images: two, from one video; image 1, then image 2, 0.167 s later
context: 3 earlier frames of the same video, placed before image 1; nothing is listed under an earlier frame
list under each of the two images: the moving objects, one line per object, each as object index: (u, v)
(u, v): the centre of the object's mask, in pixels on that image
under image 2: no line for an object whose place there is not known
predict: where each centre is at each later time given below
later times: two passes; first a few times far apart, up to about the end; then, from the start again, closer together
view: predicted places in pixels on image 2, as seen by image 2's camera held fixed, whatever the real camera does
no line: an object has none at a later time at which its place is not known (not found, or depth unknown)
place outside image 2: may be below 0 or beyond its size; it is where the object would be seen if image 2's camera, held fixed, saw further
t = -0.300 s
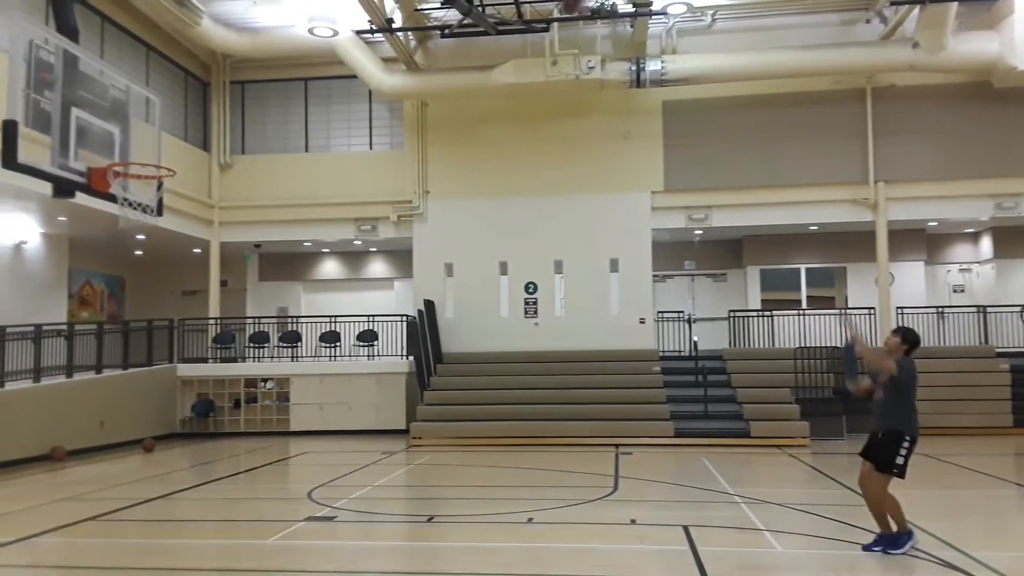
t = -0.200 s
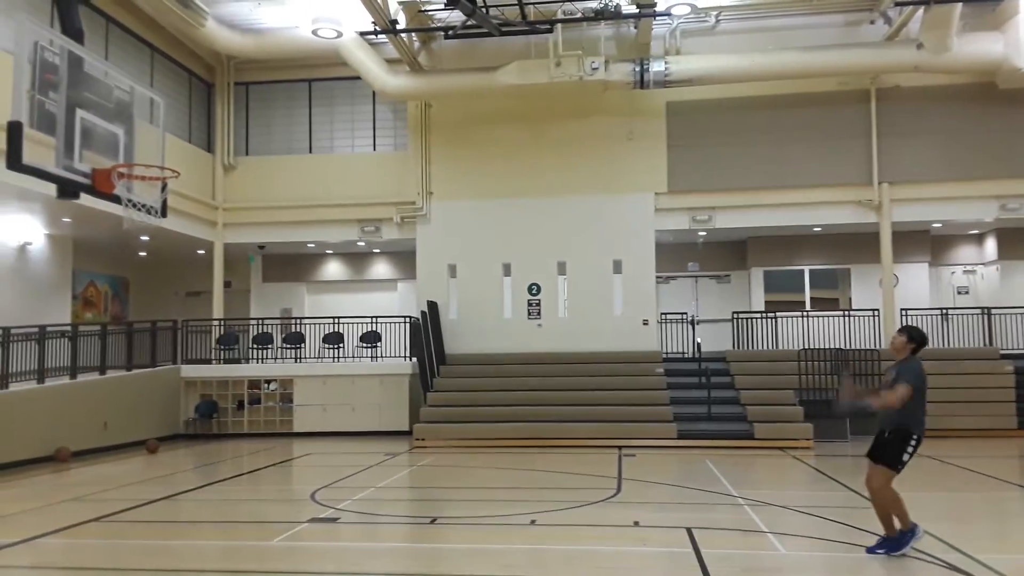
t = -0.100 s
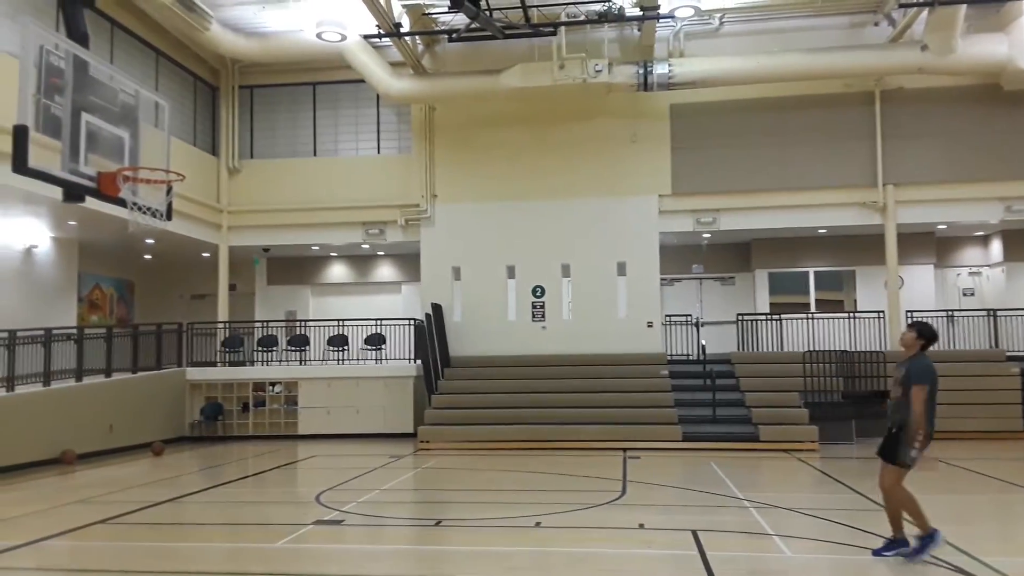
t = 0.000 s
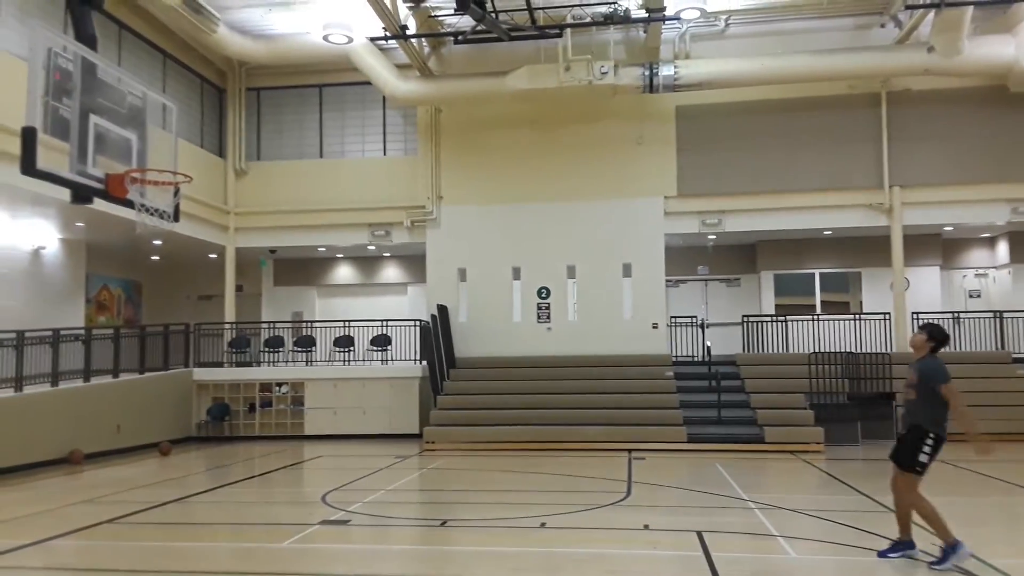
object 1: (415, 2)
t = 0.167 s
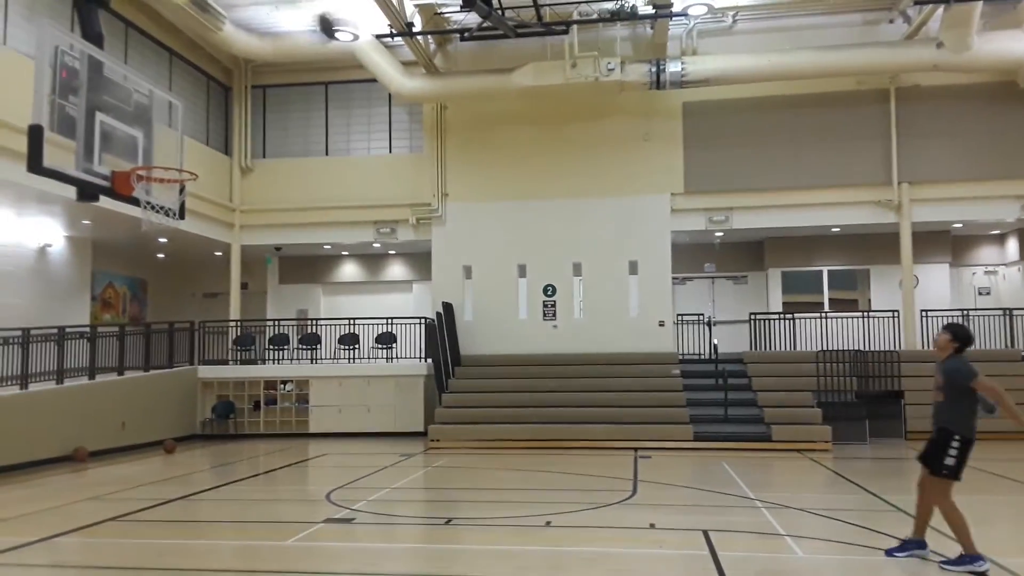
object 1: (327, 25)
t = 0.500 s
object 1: (137, 201)
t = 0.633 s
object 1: (123, 243)
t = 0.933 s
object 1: (90, 428)
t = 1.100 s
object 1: (74, 546)
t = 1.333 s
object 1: (112, 423)
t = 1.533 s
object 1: (144, 373)
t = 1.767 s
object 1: (179, 377)
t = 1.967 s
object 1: (207, 437)
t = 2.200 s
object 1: (239, 543)
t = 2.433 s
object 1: (267, 462)
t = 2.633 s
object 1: (291, 449)
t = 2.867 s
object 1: (318, 496)
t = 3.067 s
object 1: (339, 523)
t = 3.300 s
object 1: (363, 490)
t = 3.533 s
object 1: (385, 526)
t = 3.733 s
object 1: (402, 516)
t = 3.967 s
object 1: (423, 523)
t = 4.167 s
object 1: (439, 526)
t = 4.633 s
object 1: (476, 529)
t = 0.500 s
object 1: (137, 201)
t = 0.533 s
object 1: (132, 212)
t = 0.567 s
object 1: (129, 220)
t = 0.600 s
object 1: (126, 230)
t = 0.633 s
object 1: (123, 243)
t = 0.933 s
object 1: (90, 428)
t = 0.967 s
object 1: (84, 454)
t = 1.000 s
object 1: (80, 483)
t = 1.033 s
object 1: (75, 514)
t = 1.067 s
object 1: (72, 550)
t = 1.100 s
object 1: (74, 546)
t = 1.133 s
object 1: (79, 523)
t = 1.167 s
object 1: (85, 502)
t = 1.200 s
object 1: (90, 486)
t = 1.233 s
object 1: (95, 467)
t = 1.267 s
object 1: (101, 451)
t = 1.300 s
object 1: (107, 436)
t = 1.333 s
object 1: (112, 423)
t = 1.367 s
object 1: (118, 411)
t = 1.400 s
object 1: (123, 401)
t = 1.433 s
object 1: (128, 392)
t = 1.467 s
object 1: (133, 384)
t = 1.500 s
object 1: (138, 378)
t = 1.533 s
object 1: (144, 373)
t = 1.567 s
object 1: (147, 370)
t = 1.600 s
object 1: (153, 368)
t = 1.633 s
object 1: (159, 366)
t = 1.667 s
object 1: (163, 367)
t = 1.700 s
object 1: (169, 369)
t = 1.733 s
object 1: (173, 372)
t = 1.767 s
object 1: (179, 377)
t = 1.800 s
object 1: (183, 382)
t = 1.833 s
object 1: (187, 392)
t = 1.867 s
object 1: (193, 400)
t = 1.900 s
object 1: (198, 413)
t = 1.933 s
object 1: (202, 425)
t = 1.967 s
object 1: (207, 437)
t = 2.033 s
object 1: (218, 467)
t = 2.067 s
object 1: (222, 486)
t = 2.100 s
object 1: (227, 505)
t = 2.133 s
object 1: (231, 525)
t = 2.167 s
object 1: (236, 549)
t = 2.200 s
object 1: (239, 543)
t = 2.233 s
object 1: (242, 526)
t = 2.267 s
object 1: (245, 512)
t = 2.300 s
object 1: (250, 500)
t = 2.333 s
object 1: (255, 489)
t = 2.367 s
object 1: (260, 478)
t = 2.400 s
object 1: (263, 469)
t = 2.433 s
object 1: (267, 462)
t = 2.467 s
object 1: (270, 456)
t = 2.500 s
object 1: (275, 452)
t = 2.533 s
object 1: (279, 449)
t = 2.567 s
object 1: (283, 448)
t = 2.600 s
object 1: (287, 448)
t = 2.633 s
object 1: (291, 449)
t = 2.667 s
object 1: (295, 451)
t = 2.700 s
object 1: (298, 454)
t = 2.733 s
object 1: (302, 460)
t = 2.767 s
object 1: (306, 467)
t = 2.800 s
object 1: (310, 475)
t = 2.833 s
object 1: (314, 485)
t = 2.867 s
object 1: (318, 496)
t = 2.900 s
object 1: (321, 509)
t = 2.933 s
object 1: (325, 523)
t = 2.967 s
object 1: (330, 538)
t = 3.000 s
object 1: (333, 544)
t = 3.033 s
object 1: (336, 532)
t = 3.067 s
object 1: (339, 523)
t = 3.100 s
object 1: (342, 514)
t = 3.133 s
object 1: (346, 506)
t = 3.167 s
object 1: (349, 500)
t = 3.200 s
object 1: (353, 496)
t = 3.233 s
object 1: (356, 492)
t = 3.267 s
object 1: (359, 491)
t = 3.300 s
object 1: (363, 490)
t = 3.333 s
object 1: (365, 491)
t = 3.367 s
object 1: (368, 493)
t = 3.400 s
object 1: (371, 496)
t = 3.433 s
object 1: (374, 502)
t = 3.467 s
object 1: (378, 509)
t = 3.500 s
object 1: (382, 516)
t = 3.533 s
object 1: (385, 526)
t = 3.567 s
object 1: (388, 537)
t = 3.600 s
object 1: (391, 545)
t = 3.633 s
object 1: (395, 535)
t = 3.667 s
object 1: (397, 527)
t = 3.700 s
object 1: (399, 521)
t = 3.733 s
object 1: (402, 516)
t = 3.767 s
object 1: (405, 513)
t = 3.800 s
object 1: (408, 512)
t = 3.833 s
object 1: (411, 510)
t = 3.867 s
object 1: (413, 511)
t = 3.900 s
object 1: (416, 513)
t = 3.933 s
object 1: (420, 517)
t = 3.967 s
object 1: (423, 523)
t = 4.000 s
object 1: (426, 529)
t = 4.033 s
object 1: (428, 537)
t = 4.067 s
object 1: (431, 543)
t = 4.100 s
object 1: (434, 536)
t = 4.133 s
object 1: (436, 530)
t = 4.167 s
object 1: (439, 526)
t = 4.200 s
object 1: (441, 523)
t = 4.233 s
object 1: (443, 522)
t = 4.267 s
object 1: (446, 522)
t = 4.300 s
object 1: (448, 523)
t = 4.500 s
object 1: (465, 532)
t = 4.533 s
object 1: (468, 530)
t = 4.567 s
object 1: (471, 528)
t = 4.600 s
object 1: (473, 528)
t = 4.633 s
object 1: (476, 529)
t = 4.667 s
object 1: (479, 532)
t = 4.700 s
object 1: (481, 537)
